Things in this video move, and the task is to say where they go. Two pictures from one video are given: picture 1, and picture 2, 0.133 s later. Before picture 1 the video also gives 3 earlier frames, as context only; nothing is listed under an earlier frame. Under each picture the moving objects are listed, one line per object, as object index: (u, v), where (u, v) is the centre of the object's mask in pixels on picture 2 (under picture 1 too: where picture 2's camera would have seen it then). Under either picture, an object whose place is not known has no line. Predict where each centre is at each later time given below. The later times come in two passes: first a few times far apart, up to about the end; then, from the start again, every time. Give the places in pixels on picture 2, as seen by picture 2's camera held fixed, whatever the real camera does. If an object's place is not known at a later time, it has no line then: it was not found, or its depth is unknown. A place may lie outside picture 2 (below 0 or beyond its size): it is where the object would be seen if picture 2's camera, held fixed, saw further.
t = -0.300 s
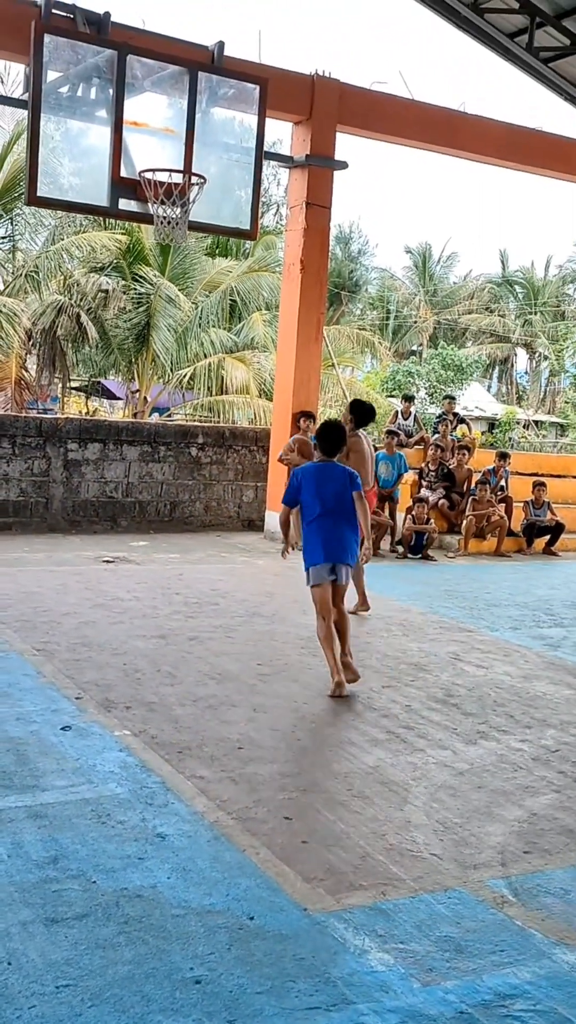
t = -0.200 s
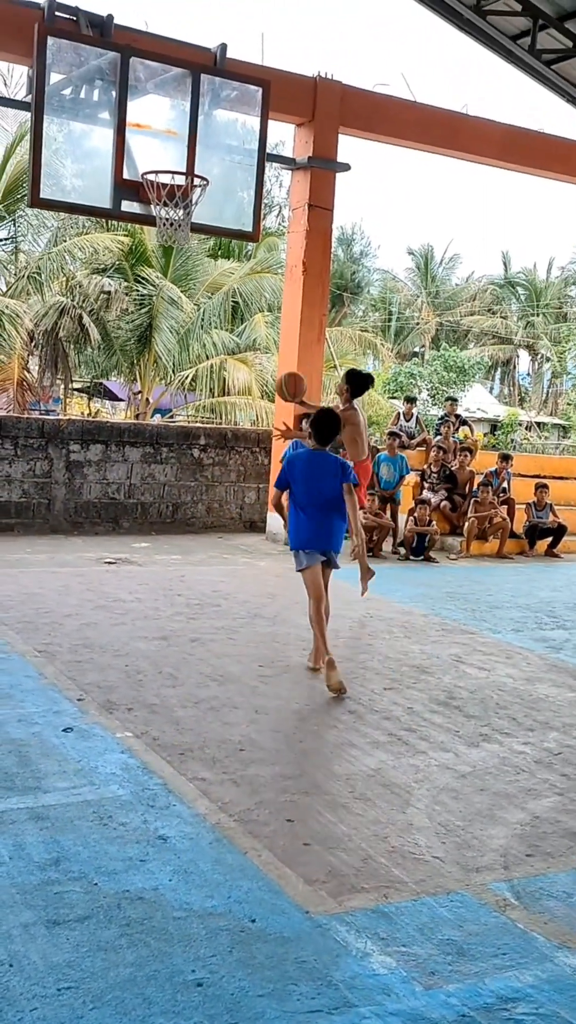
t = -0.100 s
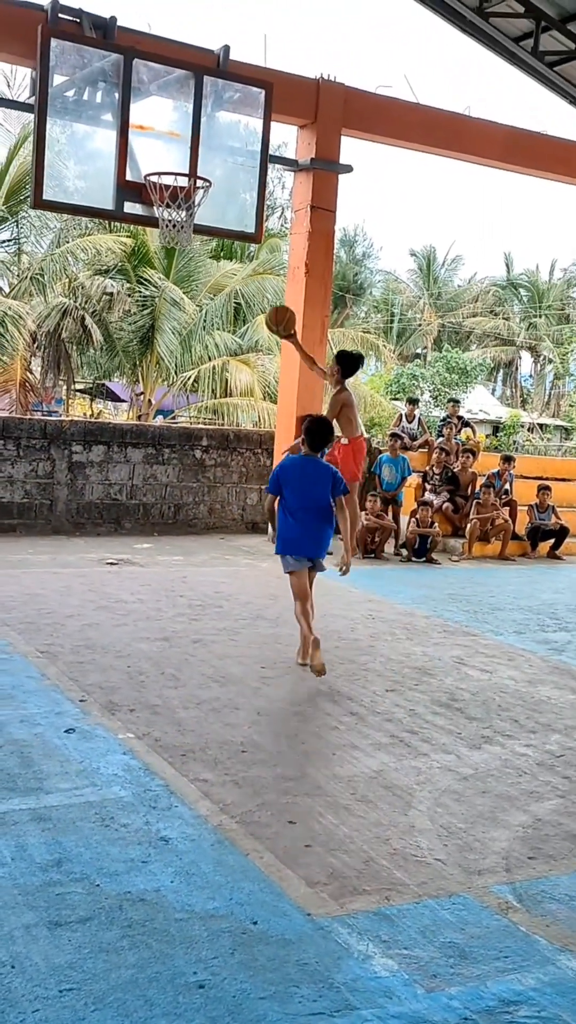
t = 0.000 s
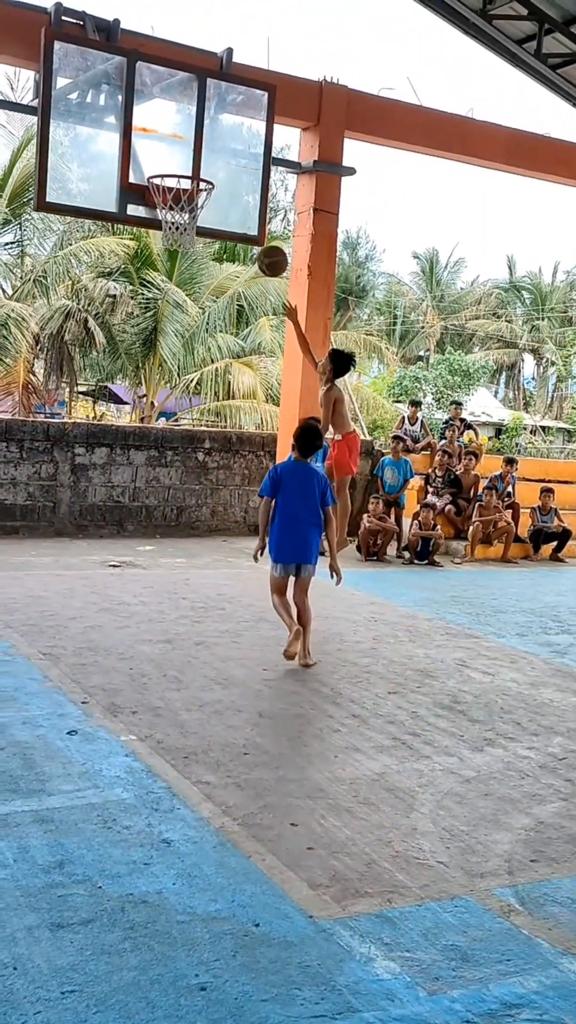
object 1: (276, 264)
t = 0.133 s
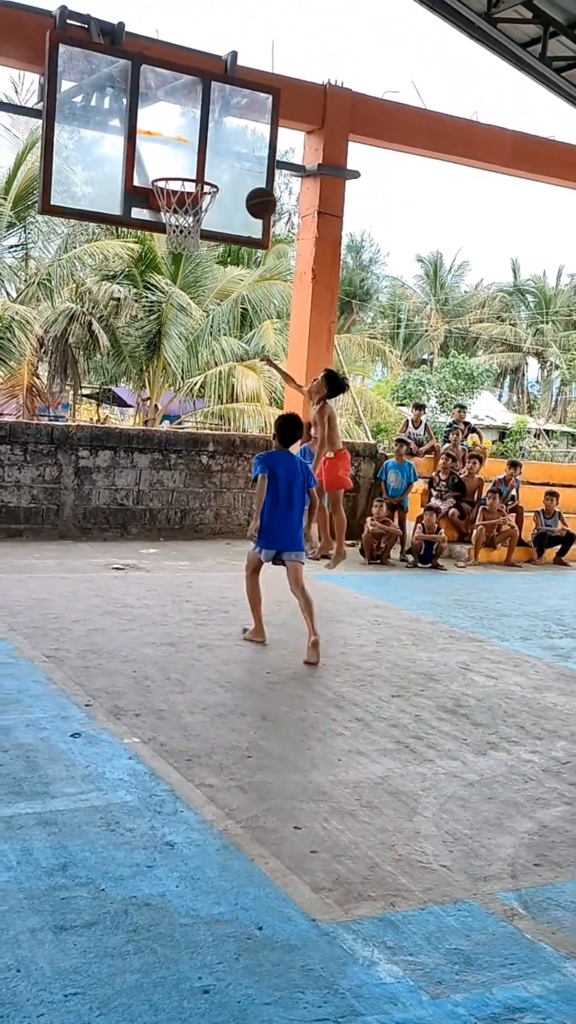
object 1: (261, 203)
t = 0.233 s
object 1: (248, 173)
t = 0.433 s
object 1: (230, 148)
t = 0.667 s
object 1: (209, 169)
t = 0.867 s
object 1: (200, 155)
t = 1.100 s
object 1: (181, 172)
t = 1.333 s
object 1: (179, 217)
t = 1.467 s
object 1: (190, 256)
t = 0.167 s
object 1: (256, 192)
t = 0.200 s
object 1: (252, 182)
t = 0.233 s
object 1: (248, 173)
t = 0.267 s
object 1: (244, 166)
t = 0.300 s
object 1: (240, 161)
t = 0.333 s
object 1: (237, 156)
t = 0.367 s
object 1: (235, 152)
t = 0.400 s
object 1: (232, 149)
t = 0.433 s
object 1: (230, 148)
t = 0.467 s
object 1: (227, 148)
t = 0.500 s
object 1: (224, 150)
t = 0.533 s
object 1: (221, 154)
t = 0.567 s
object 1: (218, 159)
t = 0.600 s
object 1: (214, 166)
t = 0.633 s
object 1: (212, 172)
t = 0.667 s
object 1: (209, 169)
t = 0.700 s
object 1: (208, 164)
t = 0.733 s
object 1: (207, 159)
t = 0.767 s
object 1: (205, 155)
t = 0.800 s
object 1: (203, 154)
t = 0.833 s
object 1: (202, 154)
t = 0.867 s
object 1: (200, 155)
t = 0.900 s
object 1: (198, 158)
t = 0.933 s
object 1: (195, 163)
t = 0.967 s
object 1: (193, 169)
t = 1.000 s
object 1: (191, 173)
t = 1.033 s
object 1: (188, 171)
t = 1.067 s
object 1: (185, 171)
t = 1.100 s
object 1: (181, 172)
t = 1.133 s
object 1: (177, 173)
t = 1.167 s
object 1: (174, 182)
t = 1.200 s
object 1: (172, 195)
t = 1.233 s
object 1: (173, 199)
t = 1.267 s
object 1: (176, 205)
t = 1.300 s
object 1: (177, 206)
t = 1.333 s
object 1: (179, 217)
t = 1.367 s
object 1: (184, 226)
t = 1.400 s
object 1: (185, 245)
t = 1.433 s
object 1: (187, 249)
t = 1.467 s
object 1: (190, 256)
